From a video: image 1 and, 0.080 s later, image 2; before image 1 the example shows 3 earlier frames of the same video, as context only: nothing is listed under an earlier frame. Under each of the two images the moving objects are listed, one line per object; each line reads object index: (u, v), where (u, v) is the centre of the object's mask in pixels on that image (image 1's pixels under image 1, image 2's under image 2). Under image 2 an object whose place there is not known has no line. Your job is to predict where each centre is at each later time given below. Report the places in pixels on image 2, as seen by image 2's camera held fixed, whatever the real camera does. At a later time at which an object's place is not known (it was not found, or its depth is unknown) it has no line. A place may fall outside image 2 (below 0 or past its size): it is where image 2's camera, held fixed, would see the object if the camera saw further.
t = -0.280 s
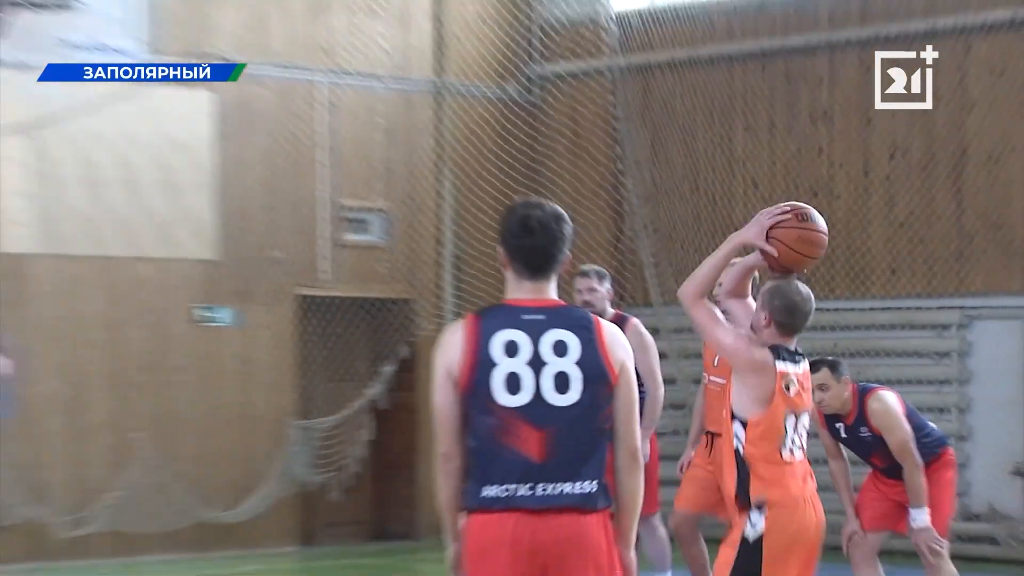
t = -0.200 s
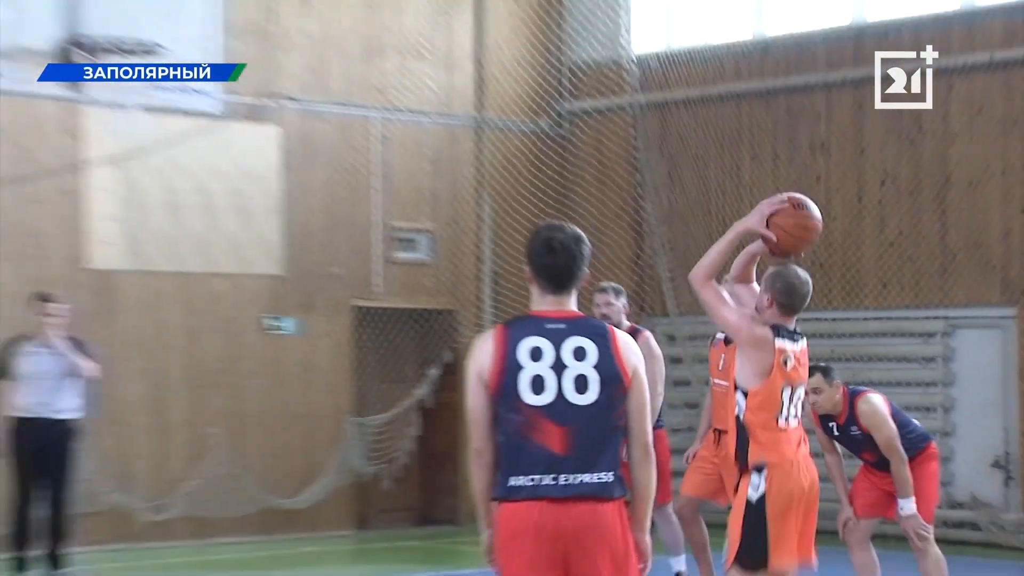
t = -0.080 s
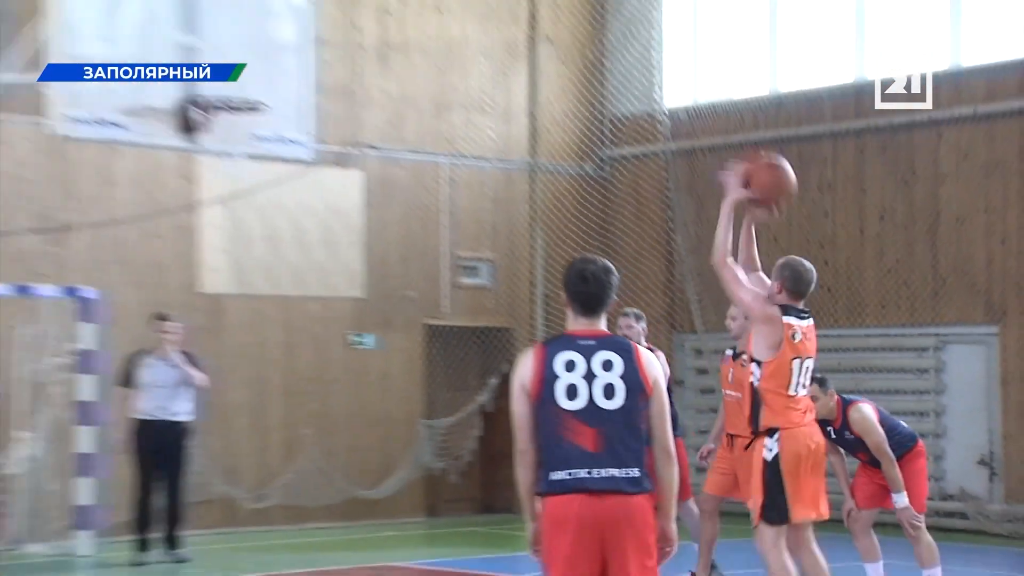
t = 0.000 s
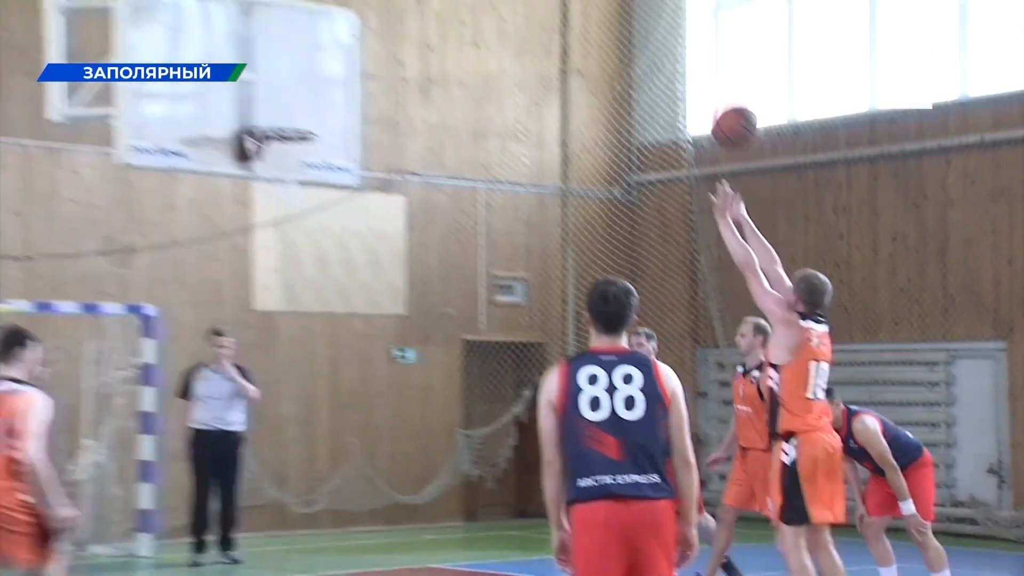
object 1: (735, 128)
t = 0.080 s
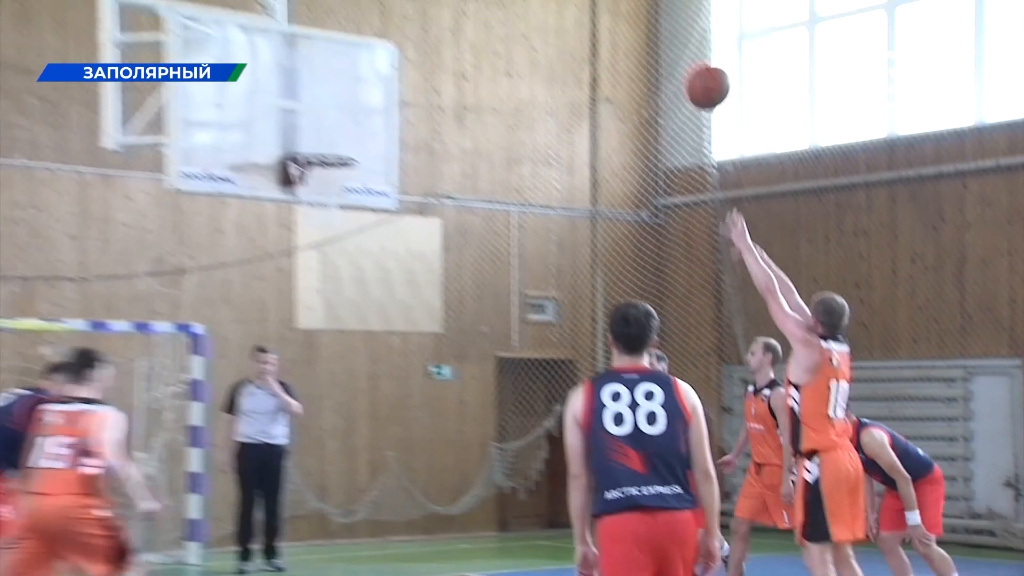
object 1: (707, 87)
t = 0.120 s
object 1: (685, 57)
